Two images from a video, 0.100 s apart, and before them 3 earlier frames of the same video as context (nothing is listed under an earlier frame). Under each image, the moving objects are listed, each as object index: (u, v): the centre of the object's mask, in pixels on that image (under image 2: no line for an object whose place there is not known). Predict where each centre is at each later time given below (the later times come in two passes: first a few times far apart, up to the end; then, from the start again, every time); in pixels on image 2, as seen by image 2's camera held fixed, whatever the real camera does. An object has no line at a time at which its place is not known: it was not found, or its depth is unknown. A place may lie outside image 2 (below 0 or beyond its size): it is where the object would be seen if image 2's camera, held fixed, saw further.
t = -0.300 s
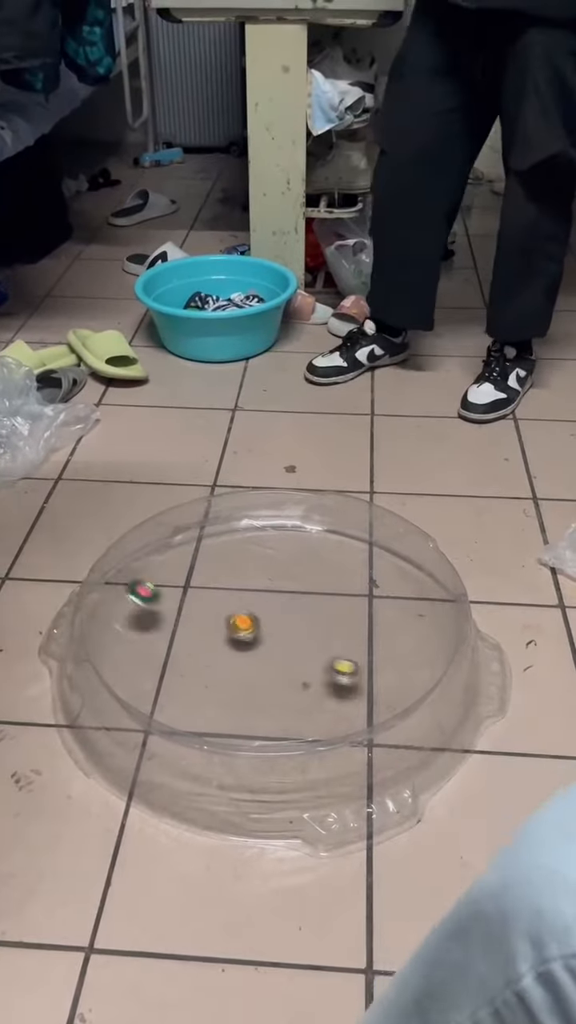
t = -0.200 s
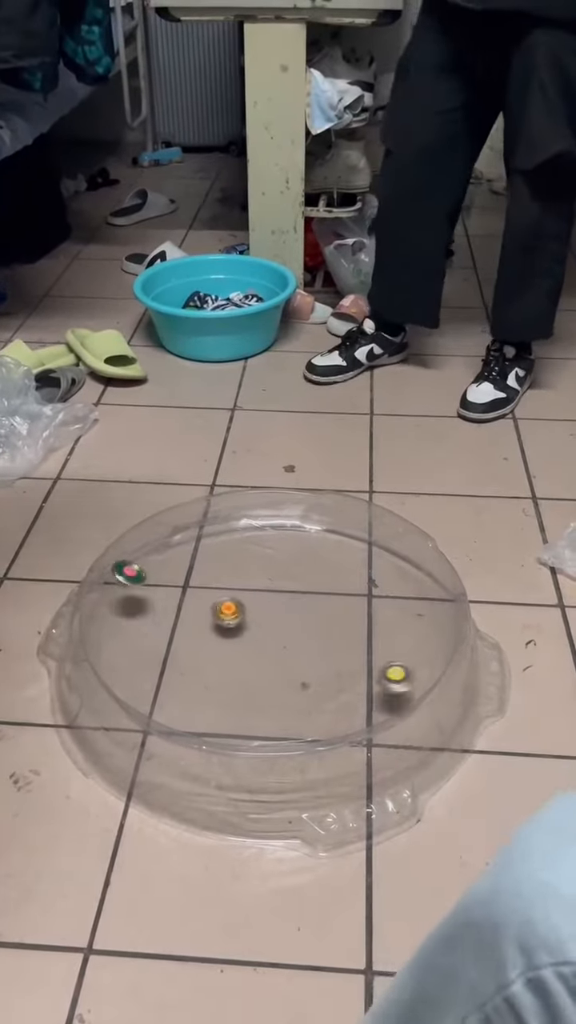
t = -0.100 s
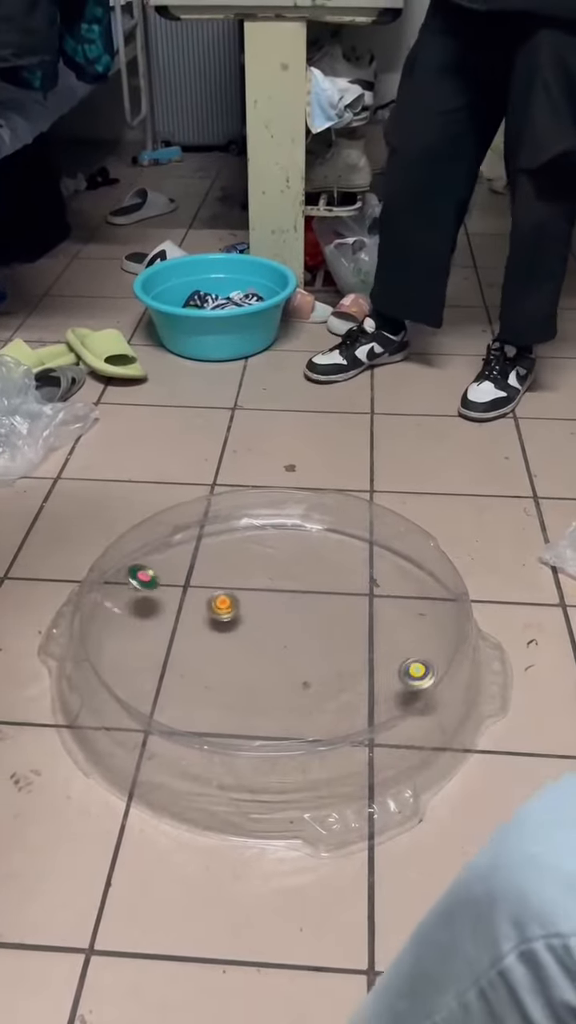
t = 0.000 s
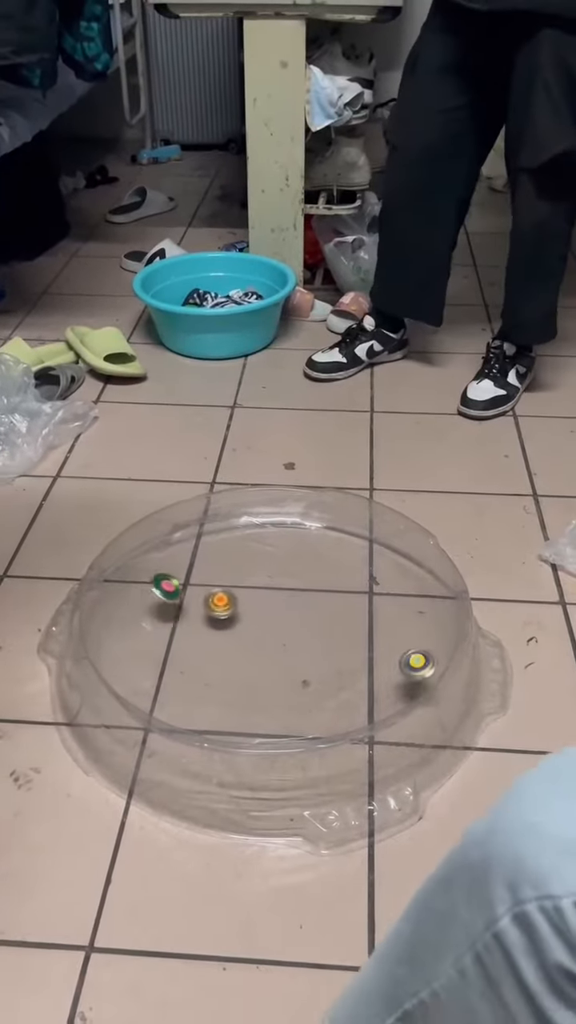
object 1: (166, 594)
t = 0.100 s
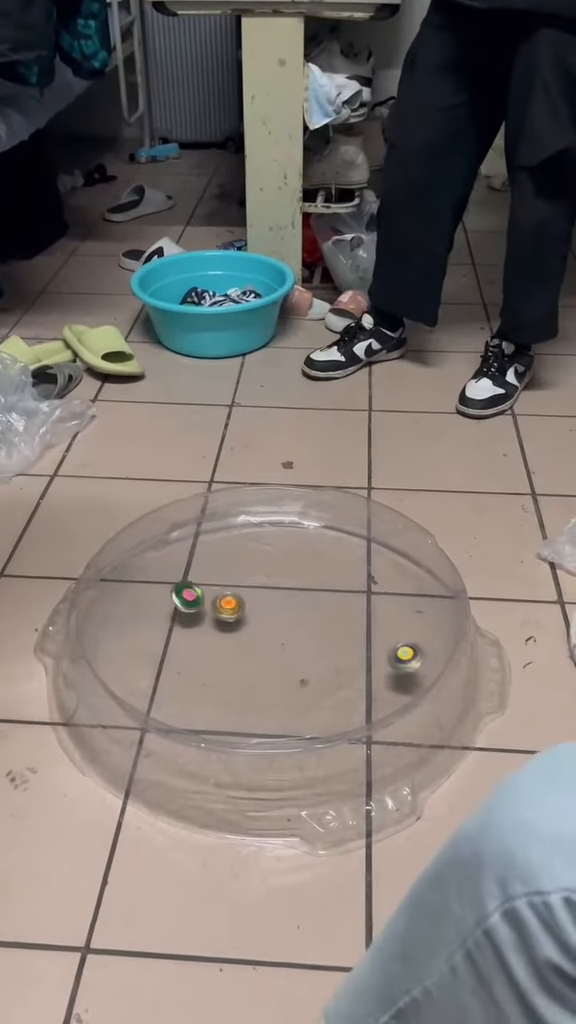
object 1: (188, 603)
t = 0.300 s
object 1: (214, 606)
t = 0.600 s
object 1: (248, 600)
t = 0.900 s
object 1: (287, 596)
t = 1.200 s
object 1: (309, 612)
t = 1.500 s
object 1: (326, 624)
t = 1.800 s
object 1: (311, 641)
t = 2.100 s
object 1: (284, 655)
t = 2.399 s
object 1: (255, 650)
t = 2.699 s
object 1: (229, 645)
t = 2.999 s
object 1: (213, 637)
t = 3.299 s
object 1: (226, 628)
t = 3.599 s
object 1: (197, 638)
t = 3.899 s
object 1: (214, 646)
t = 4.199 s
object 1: (228, 656)
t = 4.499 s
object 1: (237, 666)
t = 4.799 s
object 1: (241, 669)
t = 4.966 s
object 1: (241, 668)
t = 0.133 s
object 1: (192, 604)
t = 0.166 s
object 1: (196, 605)
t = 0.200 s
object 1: (201, 605)
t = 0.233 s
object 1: (205, 606)
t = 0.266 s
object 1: (210, 606)
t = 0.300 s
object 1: (214, 606)
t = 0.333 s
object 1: (218, 605)
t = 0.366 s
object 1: (221, 604)
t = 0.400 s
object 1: (225, 604)
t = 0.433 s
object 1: (228, 603)
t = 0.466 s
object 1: (232, 602)
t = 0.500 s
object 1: (236, 600)
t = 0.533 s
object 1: (240, 600)
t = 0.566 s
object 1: (244, 600)
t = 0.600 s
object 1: (248, 600)
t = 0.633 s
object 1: (253, 600)
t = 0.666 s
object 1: (257, 600)
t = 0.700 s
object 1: (261, 600)
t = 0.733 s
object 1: (266, 599)
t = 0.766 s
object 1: (271, 596)
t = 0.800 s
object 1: (276, 595)
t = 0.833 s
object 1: (280, 594)
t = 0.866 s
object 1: (284, 594)
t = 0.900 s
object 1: (287, 596)
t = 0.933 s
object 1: (291, 597)
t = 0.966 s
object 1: (294, 598)
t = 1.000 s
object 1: (297, 600)
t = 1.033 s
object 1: (300, 602)
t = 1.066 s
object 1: (302, 604)
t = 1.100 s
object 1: (304, 606)
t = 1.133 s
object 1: (306, 607)
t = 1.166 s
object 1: (308, 610)
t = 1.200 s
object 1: (309, 612)
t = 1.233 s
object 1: (311, 614)
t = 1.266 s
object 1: (312, 616)
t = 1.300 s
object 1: (314, 617)
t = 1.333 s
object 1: (319, 617)
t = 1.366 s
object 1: (322, 617)
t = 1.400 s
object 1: (325, 617)
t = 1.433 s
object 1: (326, 619)
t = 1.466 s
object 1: (326, 621)
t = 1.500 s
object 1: (326, 624)
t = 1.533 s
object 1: (326, 625)
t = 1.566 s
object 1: (325, 627)
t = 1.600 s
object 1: (323, 629)
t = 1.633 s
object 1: (322, 631)
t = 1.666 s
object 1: (321, 635)
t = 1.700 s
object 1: (318, 635)
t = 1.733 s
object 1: (317, 639)
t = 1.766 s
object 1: (314, 639)
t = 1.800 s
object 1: (311, 641)
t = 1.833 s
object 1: (309, 644)
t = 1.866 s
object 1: (306, 646)
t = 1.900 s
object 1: (304, 647)
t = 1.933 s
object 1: (300, 648)
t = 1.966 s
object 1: (297, 649)
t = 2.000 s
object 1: (294, 650)
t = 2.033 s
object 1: (291, 654)
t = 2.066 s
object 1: (287, 654)
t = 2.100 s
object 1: (284, 655)
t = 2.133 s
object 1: (280, 653)
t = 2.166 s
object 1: (277, 652)
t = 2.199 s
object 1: (274, 652)
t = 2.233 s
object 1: (271, 652)
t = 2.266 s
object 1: (268, 654)
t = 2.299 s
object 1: (264, 652)
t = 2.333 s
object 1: (260, 650)
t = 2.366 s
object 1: (257, 650)
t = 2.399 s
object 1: (255, 650)
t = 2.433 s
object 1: (250, 649)
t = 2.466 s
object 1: (247, 648)
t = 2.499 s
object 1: (245, 646)
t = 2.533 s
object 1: (242, 645)
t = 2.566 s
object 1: (241, 643)
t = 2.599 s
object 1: (239, 641)
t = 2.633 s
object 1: (235, 643)
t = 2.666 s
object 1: (231, 645)
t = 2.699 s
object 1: (229, 645)
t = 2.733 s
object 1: (227, 644)
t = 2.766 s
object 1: (226, 642)
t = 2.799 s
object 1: (225, 641)
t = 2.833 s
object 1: (220, 642)
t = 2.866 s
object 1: (216, 640)
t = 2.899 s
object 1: (214, 640)
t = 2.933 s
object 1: (213, 639)
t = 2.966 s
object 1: (213, 638)
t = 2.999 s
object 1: (213, 637)
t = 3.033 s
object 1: (214, 636)
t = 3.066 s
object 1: (215, 634)
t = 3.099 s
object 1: (216, 633)
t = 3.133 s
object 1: (217, 632)
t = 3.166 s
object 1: (219, 631)
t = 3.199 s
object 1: (220, 630)
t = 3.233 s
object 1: (222, 629)
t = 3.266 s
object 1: (224, 628)
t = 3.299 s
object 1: (226, 628)
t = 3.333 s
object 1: (228, 627)
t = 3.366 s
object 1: (230, 626)
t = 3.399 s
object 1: (223, 629)
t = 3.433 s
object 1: (214, 630)
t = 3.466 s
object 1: (207, 632)
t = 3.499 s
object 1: (202, 634)
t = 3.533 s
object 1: (198, 636)
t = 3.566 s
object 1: (196, 637)
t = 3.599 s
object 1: (197, 638)
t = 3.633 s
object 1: (198, 639)
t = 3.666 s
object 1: (200, 639)
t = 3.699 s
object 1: (202, 640)
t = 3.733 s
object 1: (204, 641)
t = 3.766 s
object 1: (207, 642)
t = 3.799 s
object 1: (209, 643)
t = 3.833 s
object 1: (211, 644)
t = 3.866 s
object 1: (213, 645)
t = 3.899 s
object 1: (214, 646)
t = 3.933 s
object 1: (216, 647)
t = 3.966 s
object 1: (218, 648)
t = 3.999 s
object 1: (220, 649)
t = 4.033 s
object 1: (221, 650)
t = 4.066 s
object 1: (222, 652)
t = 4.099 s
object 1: (224, 653)
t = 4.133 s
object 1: (225, 654)
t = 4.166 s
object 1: (226, 655)
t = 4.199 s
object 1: (228, 656)
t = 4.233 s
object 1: (229, 657)
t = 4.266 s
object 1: (230, 658)
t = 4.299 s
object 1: (231, 659)
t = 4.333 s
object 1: (232, 660)
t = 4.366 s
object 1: (233, 661)
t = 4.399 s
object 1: (234, 662)
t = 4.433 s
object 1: (235, 663)
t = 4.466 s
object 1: (236, 664)
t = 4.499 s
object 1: (237, 666)
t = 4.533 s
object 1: (237, 667)
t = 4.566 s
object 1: (238, 667)
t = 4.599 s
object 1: (238, 668)
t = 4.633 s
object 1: (239, 669)
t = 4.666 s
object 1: (239, 668)
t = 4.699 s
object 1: (239, 668)
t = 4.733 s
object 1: (240, 669)
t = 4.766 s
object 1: (240, 669)
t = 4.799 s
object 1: (241, 669)
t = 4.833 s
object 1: (241, 669)
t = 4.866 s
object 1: (241, 669)
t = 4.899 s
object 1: (242, 668)
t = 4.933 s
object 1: (242, 669)
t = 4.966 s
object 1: (241, 668)
